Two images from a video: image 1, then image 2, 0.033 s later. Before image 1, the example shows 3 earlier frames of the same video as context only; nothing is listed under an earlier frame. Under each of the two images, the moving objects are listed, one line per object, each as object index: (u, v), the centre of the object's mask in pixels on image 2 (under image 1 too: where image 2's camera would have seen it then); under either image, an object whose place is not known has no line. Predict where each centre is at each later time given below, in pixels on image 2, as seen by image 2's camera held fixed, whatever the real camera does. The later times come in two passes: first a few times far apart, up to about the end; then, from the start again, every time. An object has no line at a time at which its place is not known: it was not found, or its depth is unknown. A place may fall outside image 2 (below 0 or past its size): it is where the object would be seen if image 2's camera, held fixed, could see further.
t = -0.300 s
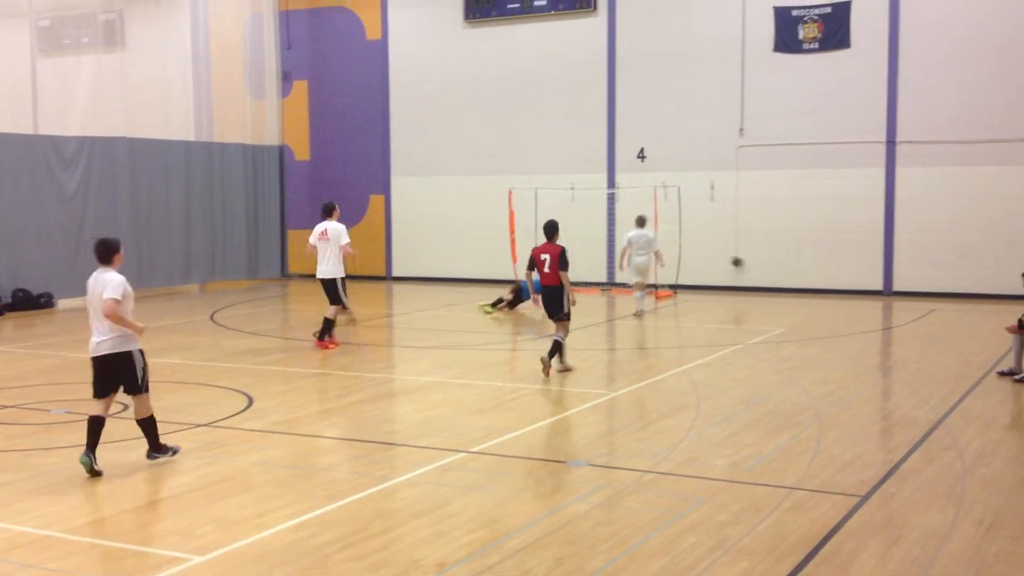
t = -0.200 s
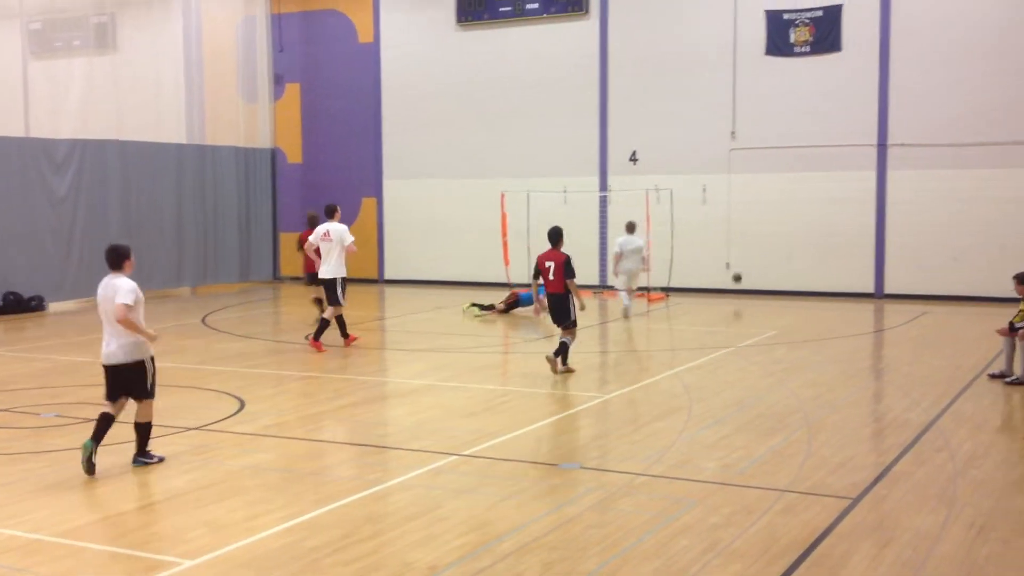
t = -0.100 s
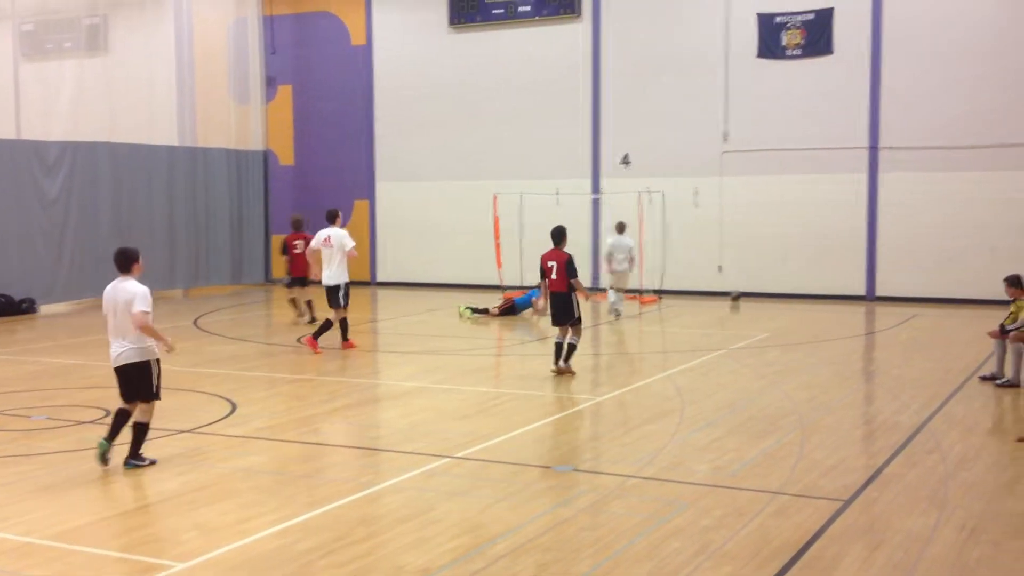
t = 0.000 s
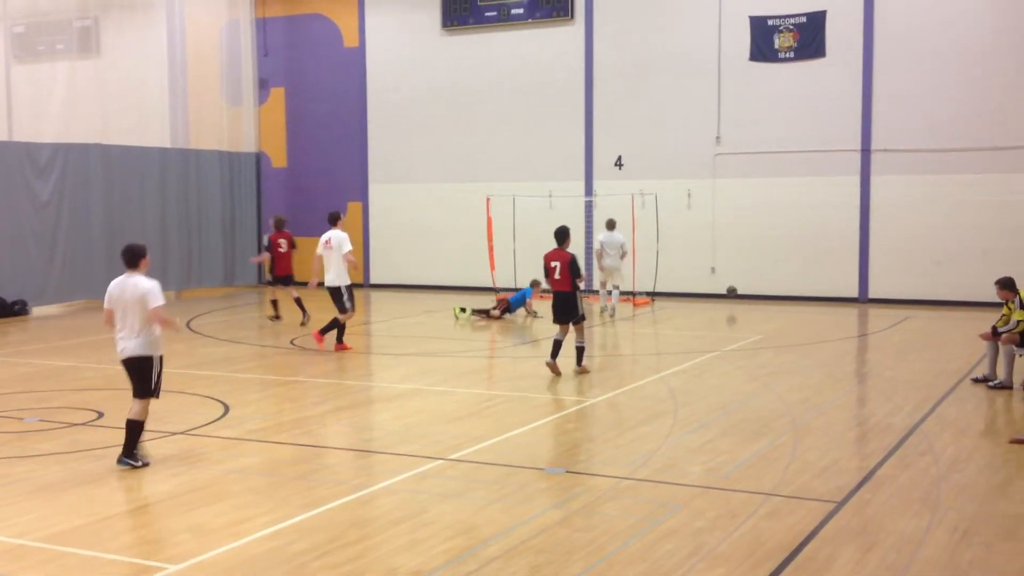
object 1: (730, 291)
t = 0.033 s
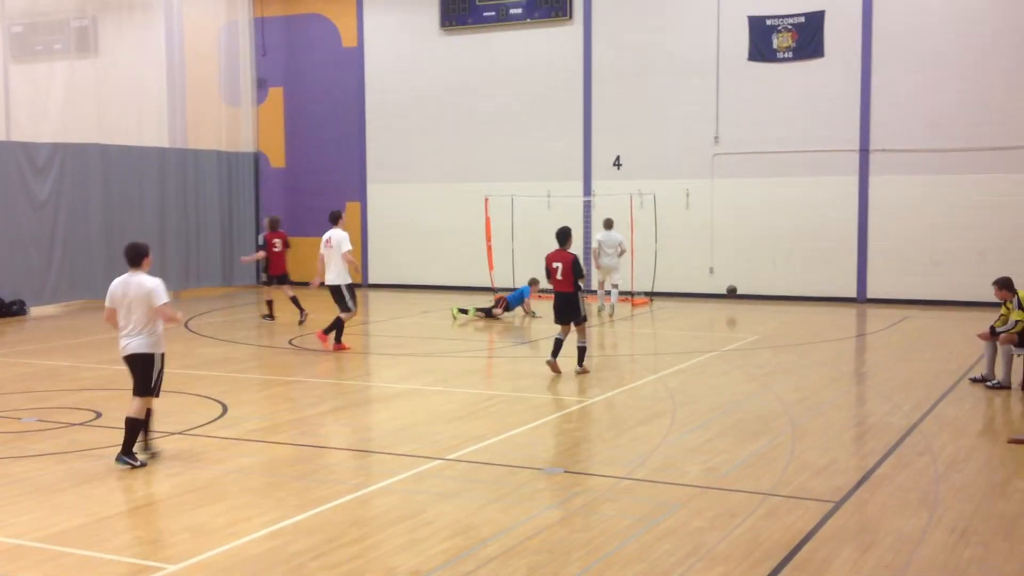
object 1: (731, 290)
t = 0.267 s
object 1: (741, 299)
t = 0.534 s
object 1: (752, 303)
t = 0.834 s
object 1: (766, 316)
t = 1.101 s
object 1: (780, 324)
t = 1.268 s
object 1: (790, 328)
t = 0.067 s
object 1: (733, 289)
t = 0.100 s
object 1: (734, 289)
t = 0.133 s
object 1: (736, 290)
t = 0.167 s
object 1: (737, 290)
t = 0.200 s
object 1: (738, 291)
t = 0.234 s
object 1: (740, 295)
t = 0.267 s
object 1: (741, 299)
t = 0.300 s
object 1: (742, 302)
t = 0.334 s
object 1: (744, 307)
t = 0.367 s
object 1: (745, 305)
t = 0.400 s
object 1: (746, 304)
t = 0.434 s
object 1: (747, 303)
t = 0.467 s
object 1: (748, 303)
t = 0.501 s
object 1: (750, 303)
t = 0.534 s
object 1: (752, 303)
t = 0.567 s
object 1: (753, 305)
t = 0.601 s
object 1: (755, 307)
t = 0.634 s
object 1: (756, 311)
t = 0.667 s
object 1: (757, 314)
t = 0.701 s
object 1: (759, 314)
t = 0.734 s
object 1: (761, 313)
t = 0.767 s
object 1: (763, 313)
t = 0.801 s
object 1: (764, 314)
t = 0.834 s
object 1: (766, 316)
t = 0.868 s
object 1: (768, 318)
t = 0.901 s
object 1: (770, 318)
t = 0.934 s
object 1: (771, 319)
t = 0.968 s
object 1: (773, 319)
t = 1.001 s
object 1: (775, 320)
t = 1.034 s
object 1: (776, 322)
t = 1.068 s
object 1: (778, 322)
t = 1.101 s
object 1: (780, 324)
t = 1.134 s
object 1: (782, 325)
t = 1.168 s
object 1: (784, 326)
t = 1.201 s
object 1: (786, 327)
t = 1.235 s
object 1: (788, 327)
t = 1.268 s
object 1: (790, 328)
